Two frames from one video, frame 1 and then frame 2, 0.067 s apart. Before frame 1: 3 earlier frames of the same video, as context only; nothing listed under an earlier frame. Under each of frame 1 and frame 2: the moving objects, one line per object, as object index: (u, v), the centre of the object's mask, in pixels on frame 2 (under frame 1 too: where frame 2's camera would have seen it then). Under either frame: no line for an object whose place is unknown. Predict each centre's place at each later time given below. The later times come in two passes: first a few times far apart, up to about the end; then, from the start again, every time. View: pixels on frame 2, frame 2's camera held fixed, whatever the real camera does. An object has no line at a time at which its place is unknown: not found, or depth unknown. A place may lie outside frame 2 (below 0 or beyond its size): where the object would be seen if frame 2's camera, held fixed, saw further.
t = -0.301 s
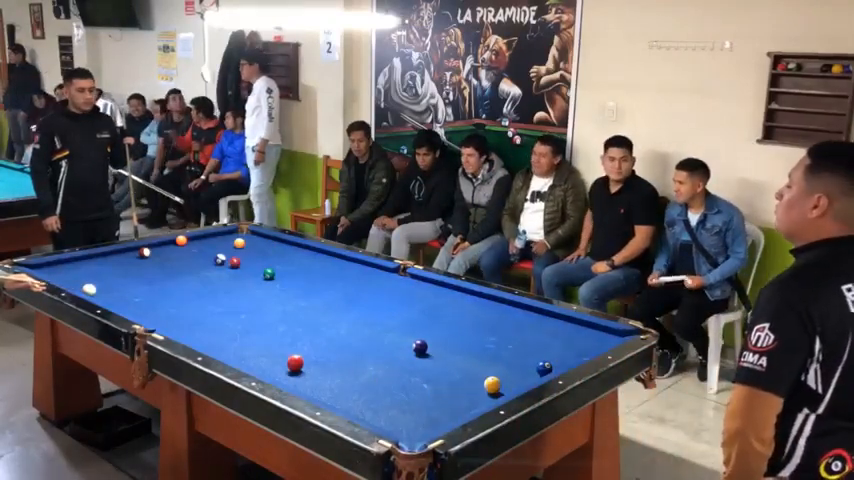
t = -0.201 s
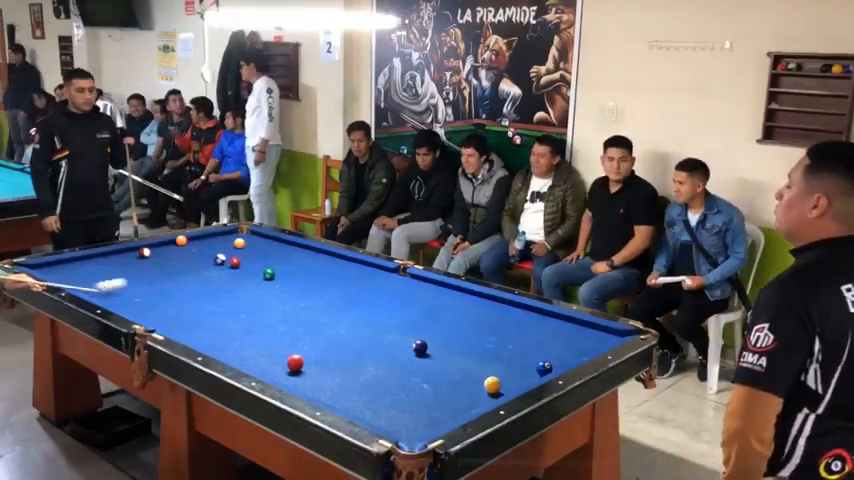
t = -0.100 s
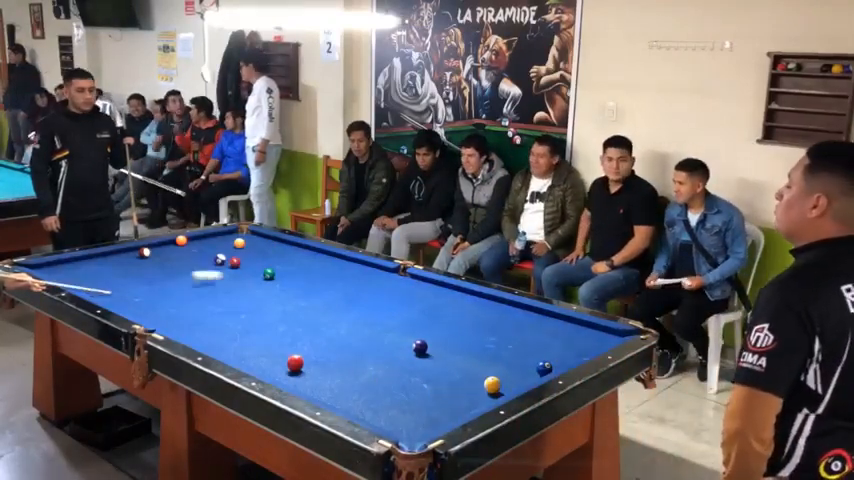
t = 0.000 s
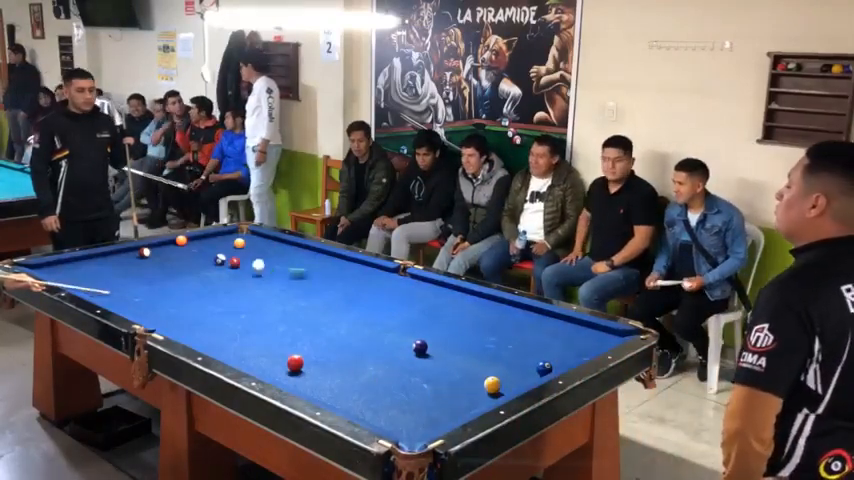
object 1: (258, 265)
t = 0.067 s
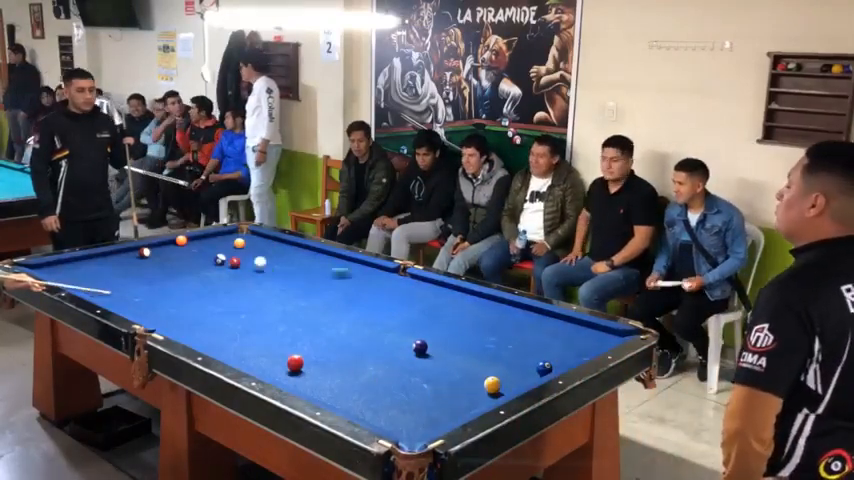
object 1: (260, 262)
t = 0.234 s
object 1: (269, 257)
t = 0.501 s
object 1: (285, 245)
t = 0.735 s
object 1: (265, 242)
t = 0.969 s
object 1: (244, 240)
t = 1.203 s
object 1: (232, 238)
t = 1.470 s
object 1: (221, 235)
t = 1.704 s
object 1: (213, 235)
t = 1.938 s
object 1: (213, 237)
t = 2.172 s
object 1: (213, 238)
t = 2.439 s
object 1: (213, 240)
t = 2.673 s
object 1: (213, 242)
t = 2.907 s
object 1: (213, 243)
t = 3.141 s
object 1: (213, 244)
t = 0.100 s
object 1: (261, 263)
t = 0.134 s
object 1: (263, 260)
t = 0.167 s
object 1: (264, 259)
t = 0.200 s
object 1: (266, 258)
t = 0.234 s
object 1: (269, 257)
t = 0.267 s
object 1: (271, 255)
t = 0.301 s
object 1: (273, 254)
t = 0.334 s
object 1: (275, 253)
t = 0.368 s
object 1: (277, 251)
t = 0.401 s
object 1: (279, 249)
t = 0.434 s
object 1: (281, 248)
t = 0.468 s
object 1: (283, 246)
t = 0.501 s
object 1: (285, 245)
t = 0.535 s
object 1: (287, 243)
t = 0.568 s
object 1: (288, 242)
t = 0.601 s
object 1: (283, 242)
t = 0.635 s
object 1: (278, 242)
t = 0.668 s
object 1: (274, 242)
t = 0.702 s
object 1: (269, 242)
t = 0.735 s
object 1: (265, 242)
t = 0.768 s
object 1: (260, 242)
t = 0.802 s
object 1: (256, 242)
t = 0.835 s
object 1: (251, 242)
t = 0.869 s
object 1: (248, 242)
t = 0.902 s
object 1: (247, 241)
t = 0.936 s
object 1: (245, 241)
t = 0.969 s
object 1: (244, 240)
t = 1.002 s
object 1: (242, 240)
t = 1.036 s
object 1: (241, 240)
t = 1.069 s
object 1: (239, 239)
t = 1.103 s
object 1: (237, 239)
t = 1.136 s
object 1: (236, 239)
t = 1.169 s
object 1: (234, 238)
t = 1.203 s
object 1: (232, 238)
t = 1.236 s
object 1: (231, 238)
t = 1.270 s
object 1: (229, 238)
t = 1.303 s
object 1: (228, 237)
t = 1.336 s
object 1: (226, 237)
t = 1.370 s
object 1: (225, 237)
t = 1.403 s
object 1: (223, 236)
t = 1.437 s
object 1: (222, 236)
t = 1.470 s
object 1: (221, 235)
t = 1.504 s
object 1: (219, 235)
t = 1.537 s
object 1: (218, 235)
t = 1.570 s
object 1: (216, 235)
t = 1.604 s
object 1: (215, 235)
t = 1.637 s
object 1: (214, 234)
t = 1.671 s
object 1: (214, 234)
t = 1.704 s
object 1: (213, 235)
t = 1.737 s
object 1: (213, 235)
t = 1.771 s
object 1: (213, 235)
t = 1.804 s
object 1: (213, 235)
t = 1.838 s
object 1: (213, 236)
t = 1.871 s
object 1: (213, 236)
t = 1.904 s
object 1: (213, 236)
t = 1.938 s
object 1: (213, 237)
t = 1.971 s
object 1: (213, 237)
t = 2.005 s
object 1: (213, 237)
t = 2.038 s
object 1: (213, 237)
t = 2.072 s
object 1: (213, 238)
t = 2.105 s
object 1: (213, 238)
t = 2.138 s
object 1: (213, 238)
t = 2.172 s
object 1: (213, 238)
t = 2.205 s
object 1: (213, 239)
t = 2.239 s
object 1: (213, 239)
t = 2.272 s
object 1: (213, 239)
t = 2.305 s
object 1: (213, 239)
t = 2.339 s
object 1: (213, 240)
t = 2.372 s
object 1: (213, 240)
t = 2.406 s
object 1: (213, 240)
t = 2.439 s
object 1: (213, 240)
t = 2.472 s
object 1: (213, 241)
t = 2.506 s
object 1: (213, 241)
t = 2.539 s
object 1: (213, 241)
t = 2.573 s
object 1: (213, 241)
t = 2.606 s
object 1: (213, 241)
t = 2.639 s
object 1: (213, 242)
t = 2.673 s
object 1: (213, 242)
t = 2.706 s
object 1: (213, 242)
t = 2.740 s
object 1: (213, 242)
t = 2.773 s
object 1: (213, 242)
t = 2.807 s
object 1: (213, 243)
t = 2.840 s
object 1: (213, 243)
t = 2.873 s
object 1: (213, 243)
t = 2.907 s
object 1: (213, 243)
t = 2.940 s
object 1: (213, 243)
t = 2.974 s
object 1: (213, 244)
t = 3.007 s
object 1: (213, 244)
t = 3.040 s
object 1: (213, 244)
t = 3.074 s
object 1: (213, 244)
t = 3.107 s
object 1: (213, 244)
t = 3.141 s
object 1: (213, 244)
